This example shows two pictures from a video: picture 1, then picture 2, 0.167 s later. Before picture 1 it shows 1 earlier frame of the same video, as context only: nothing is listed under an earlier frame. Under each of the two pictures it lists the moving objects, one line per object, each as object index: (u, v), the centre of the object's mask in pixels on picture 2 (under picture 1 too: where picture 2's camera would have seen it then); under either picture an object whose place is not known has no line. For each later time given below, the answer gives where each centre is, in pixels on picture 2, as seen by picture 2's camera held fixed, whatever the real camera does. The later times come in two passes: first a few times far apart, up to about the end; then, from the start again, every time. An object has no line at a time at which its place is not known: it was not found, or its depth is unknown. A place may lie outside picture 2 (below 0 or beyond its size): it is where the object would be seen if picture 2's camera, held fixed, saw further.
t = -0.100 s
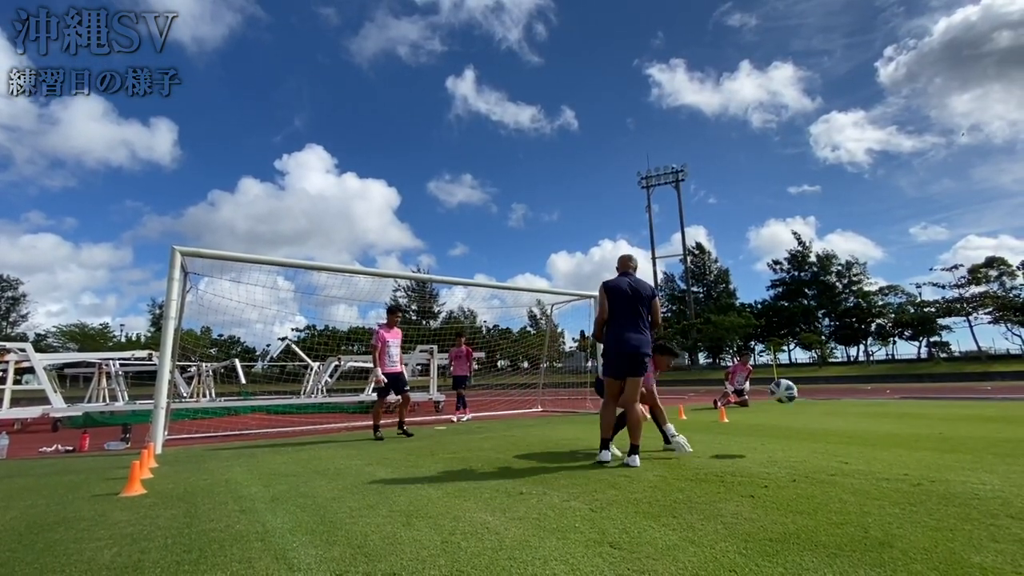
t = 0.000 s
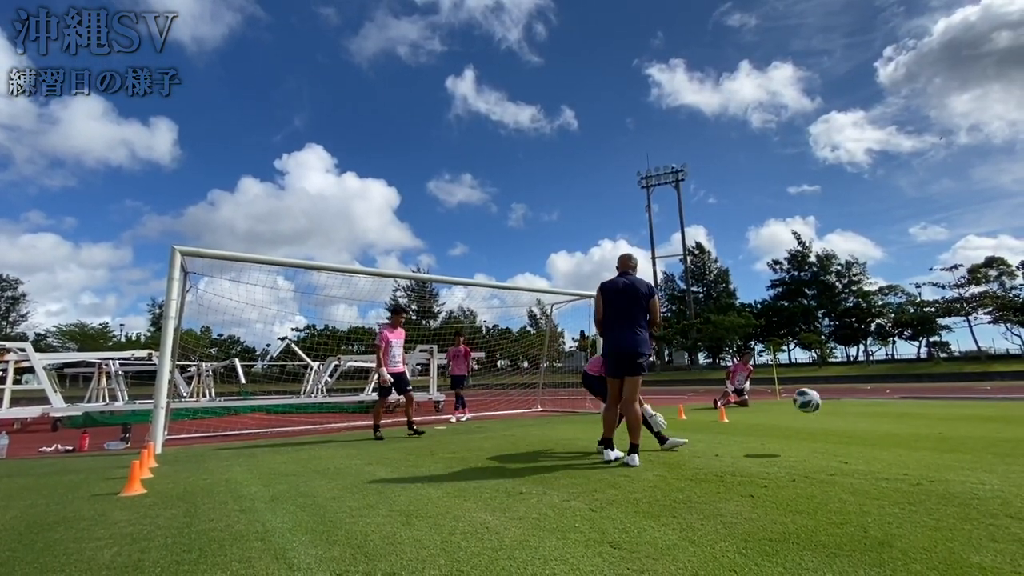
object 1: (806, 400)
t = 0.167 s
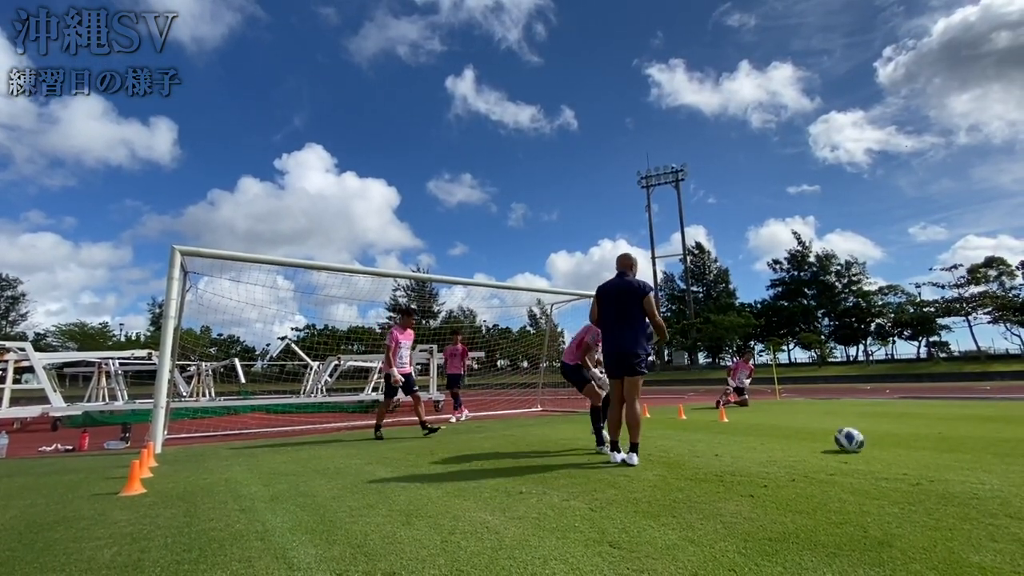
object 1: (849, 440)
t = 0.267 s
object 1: (869, 424)
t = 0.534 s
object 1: (927, 430)
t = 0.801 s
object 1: (981, 433)
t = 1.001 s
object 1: (1015, 437)
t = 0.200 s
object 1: (856, 435)
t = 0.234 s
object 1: (862, 429)
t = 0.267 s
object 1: (869, 424)
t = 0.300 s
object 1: (876, 421)
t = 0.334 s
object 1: (882, 418)
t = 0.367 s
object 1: (889, 417)
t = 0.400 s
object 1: (896, 417)
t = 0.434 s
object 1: (904, 419)
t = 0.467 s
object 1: (911, 421)
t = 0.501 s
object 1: (919, 425)
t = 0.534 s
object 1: (927, 430)
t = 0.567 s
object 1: (935, 436)
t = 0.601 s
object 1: (943, 439)
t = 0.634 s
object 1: (949, 434)
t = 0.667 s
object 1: (955, 432)
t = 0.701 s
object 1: (961, 430)
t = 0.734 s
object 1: (967, 430)
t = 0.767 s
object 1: (974, 431)
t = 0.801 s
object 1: (981, 433)
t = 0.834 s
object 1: (988, 437)
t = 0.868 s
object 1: (995, 438)
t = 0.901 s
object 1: (1001, 437)
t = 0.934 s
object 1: (1007, 437)
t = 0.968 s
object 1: (1011, 437)
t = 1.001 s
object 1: (1015, 437)
